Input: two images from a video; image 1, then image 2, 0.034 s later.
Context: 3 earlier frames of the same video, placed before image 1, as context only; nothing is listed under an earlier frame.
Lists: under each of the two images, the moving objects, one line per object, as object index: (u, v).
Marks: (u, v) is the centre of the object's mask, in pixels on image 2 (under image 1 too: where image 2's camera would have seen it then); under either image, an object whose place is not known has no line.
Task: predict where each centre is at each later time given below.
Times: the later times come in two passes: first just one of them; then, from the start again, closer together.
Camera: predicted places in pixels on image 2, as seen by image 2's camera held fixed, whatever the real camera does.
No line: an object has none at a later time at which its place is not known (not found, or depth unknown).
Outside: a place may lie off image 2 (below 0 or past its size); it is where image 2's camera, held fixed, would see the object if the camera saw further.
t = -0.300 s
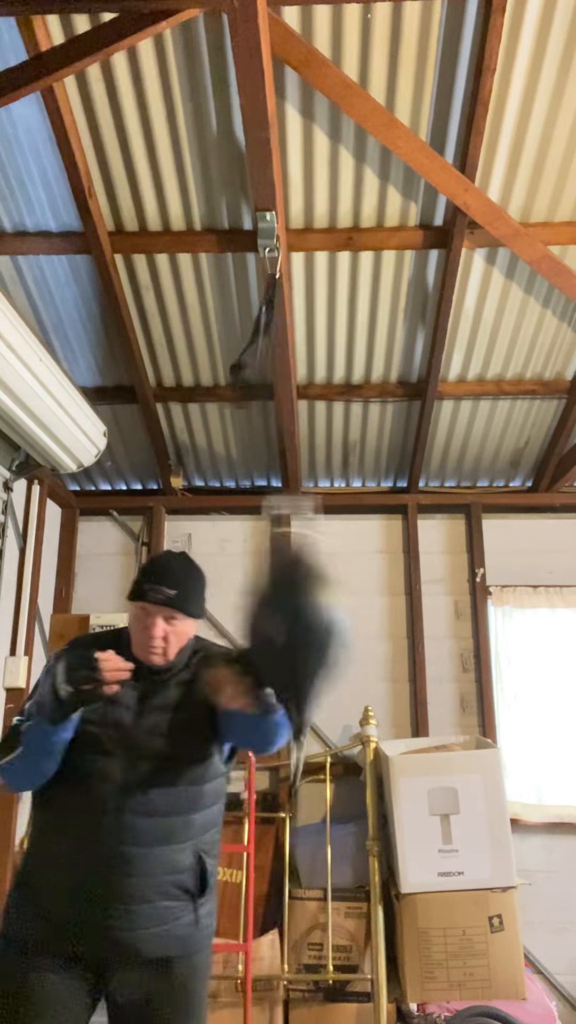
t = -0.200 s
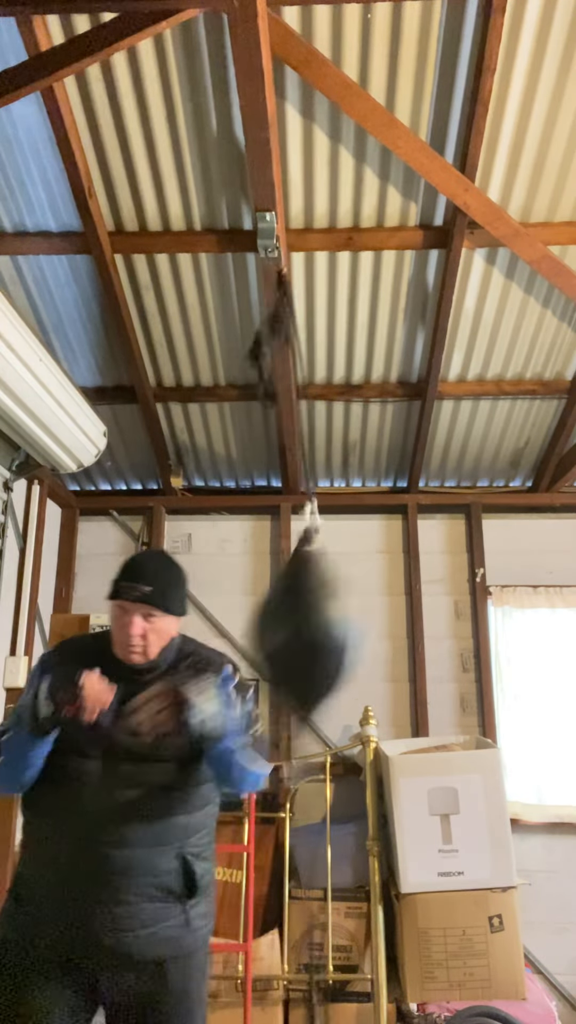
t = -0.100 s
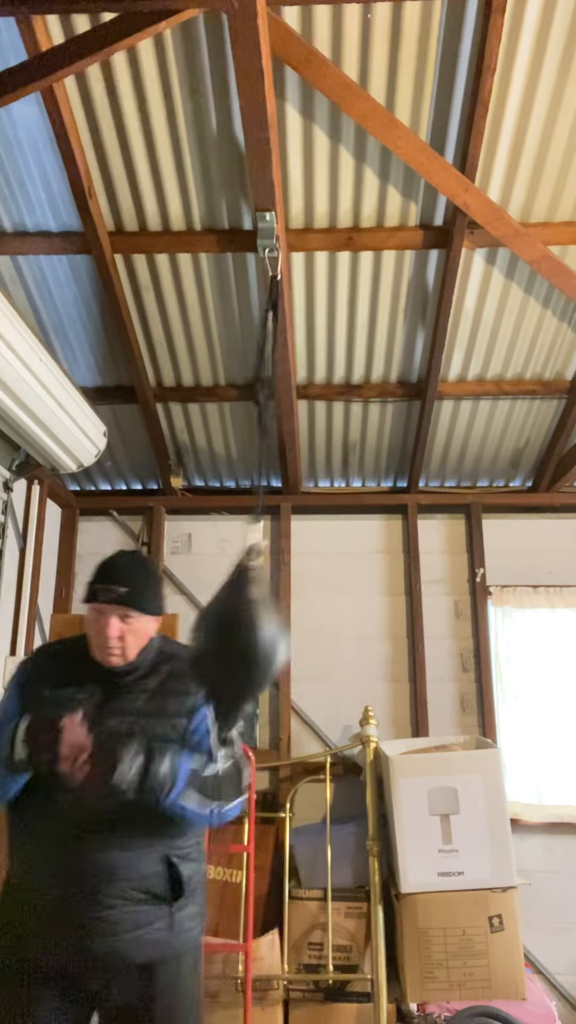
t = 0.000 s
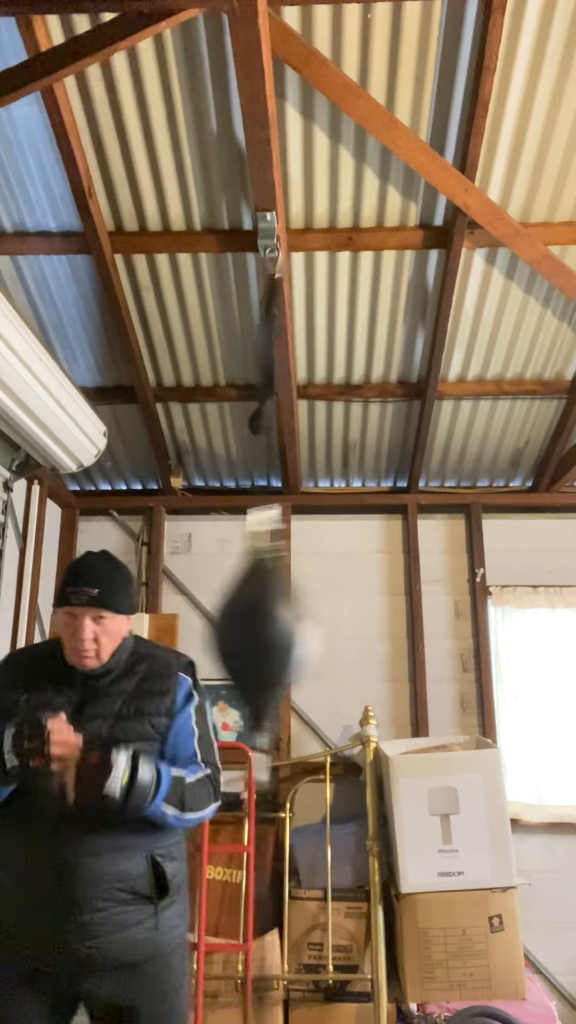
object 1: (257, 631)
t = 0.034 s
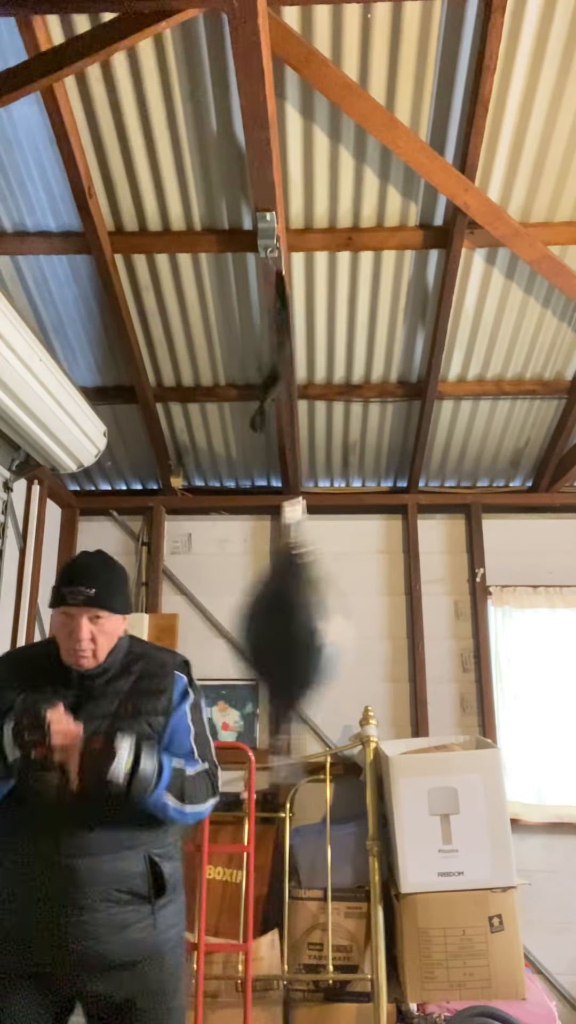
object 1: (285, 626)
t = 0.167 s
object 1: (310, 622)
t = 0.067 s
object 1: (317, 623)
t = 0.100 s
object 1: (322, 623)
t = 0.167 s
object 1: (310, 622)
